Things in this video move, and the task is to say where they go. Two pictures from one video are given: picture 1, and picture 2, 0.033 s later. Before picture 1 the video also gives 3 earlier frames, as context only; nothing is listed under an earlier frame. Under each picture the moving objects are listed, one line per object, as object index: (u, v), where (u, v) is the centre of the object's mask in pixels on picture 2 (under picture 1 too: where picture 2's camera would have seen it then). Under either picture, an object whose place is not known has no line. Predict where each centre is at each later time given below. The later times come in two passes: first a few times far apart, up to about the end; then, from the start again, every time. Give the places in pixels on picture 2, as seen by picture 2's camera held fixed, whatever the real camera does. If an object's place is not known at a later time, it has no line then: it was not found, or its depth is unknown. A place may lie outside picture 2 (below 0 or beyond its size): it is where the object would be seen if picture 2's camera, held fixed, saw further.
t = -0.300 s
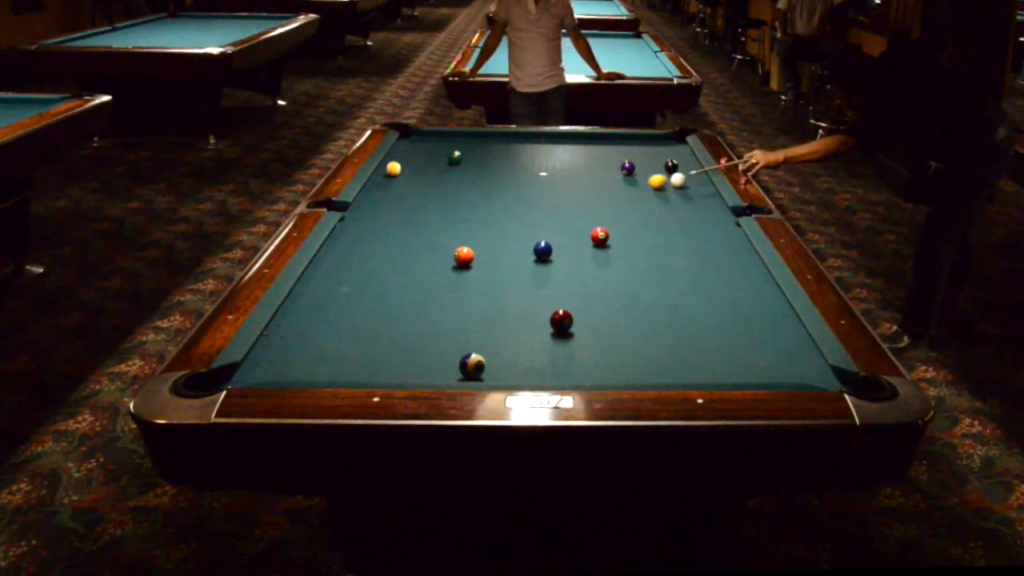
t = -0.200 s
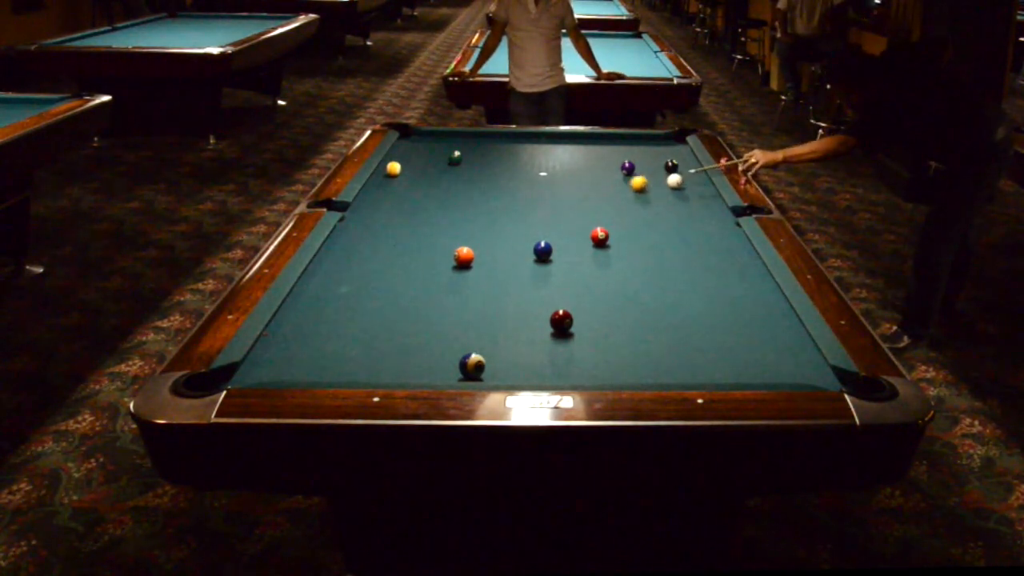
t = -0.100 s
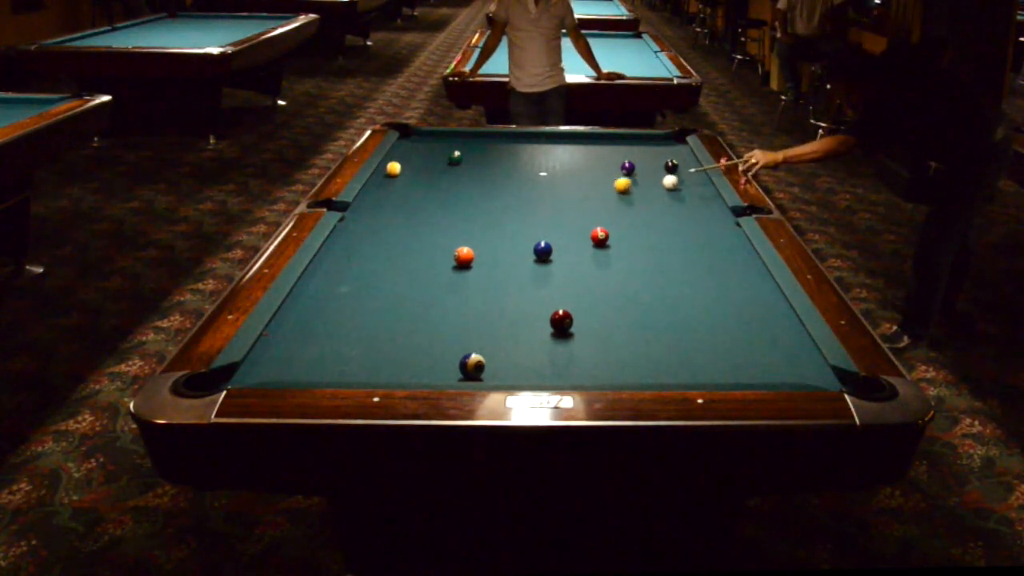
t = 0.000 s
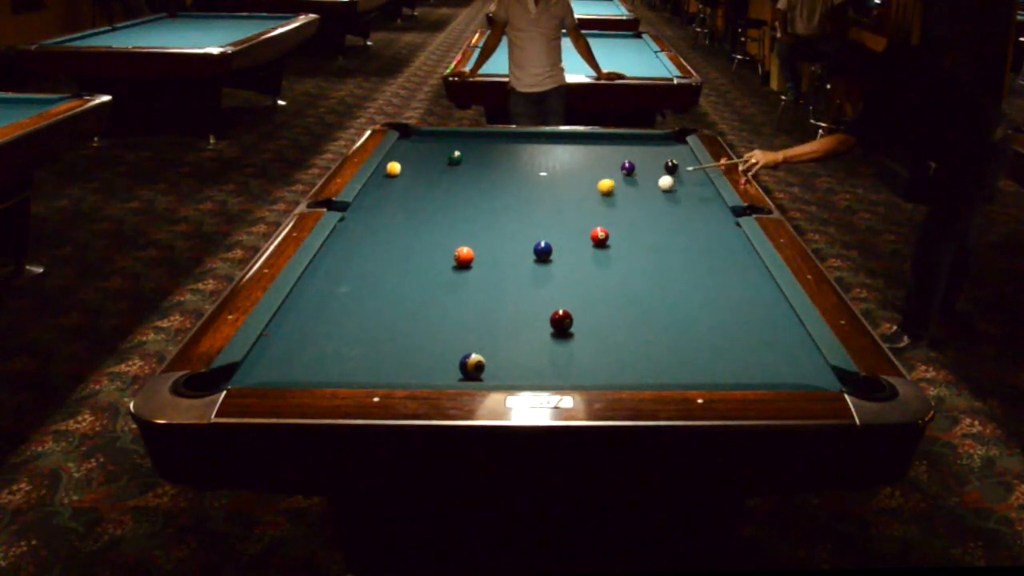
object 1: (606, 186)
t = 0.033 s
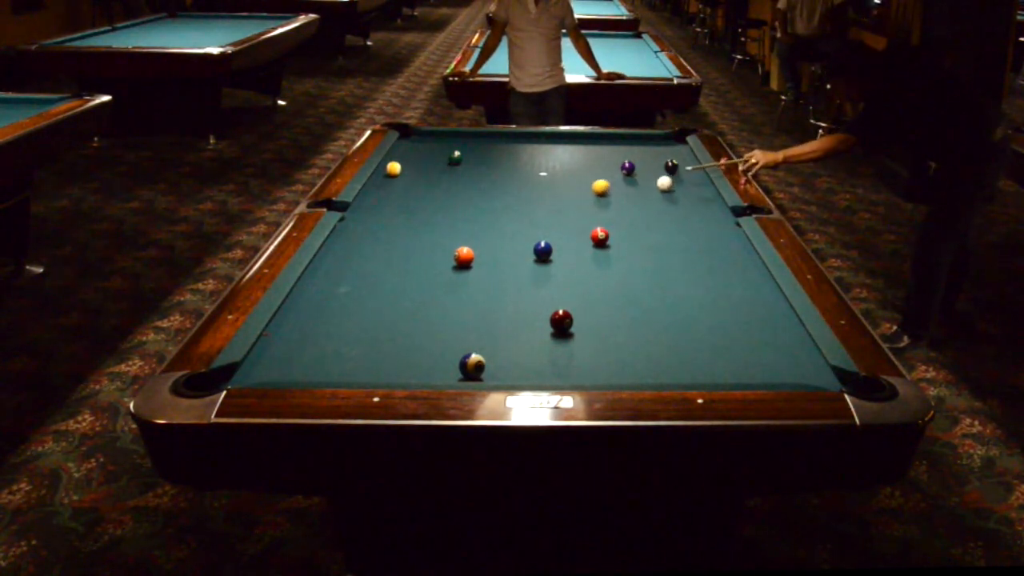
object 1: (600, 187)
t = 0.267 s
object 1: (562, 191)
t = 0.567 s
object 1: (513, 195)
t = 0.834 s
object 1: (470, 200)
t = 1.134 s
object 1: (421, 204)
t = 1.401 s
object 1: (379, 208)
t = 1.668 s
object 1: (339, 210)
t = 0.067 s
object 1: (595, 187)
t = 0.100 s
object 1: (590, 188)
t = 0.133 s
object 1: (584, 188)
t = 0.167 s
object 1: (579, 189)
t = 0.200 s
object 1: (573, 190)
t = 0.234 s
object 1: (568, 190)
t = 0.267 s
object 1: (562, 191)
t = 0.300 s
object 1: (557, 191)
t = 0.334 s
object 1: (552, 192)
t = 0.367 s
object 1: (546, 192)
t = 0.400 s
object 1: (541, 193)
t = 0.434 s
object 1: (535, 193)
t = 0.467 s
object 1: (529, 194)
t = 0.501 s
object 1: (524, 194)
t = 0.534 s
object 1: (519, 195)
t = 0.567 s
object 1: (513, 195)
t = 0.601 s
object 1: (508, 196)
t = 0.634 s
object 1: (502, 196)
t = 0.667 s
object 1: (497, 197)
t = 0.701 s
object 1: (491, 197)
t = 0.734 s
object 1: (486, 198)
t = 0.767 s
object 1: (480, 198)
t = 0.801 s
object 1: (475, 199)
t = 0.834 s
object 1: (470, 200)
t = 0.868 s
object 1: (464, 200)
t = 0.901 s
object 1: (458, 201)
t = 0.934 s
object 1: (453, 201)
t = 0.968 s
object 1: (448, 201)
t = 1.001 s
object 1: (442, 202)
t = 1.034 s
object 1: (437, 202)
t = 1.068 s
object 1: (432, 203)
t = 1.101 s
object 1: (427, 203)
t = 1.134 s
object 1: (421, 204)
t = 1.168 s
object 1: (416, 204)
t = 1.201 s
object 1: (410, 205)
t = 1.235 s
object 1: (405, 205)
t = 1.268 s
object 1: (400, 206)
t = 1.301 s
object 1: (395, 206)
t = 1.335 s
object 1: (389, 207)
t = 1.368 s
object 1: (384, 207)
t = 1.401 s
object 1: (379, 208)
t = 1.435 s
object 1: (374, 208)
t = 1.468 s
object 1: (368, 209)
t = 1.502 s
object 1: (363, 209)
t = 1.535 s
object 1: (358, 209)
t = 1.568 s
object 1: (353, 210)
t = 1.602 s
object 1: (348, 210)
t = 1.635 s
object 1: (343, 210)
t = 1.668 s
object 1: (339, 210)
